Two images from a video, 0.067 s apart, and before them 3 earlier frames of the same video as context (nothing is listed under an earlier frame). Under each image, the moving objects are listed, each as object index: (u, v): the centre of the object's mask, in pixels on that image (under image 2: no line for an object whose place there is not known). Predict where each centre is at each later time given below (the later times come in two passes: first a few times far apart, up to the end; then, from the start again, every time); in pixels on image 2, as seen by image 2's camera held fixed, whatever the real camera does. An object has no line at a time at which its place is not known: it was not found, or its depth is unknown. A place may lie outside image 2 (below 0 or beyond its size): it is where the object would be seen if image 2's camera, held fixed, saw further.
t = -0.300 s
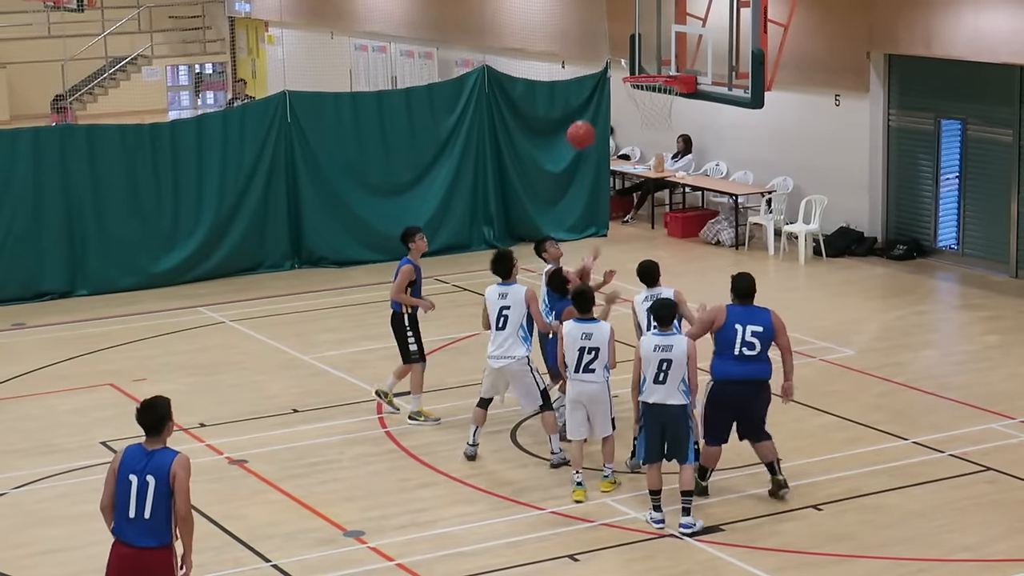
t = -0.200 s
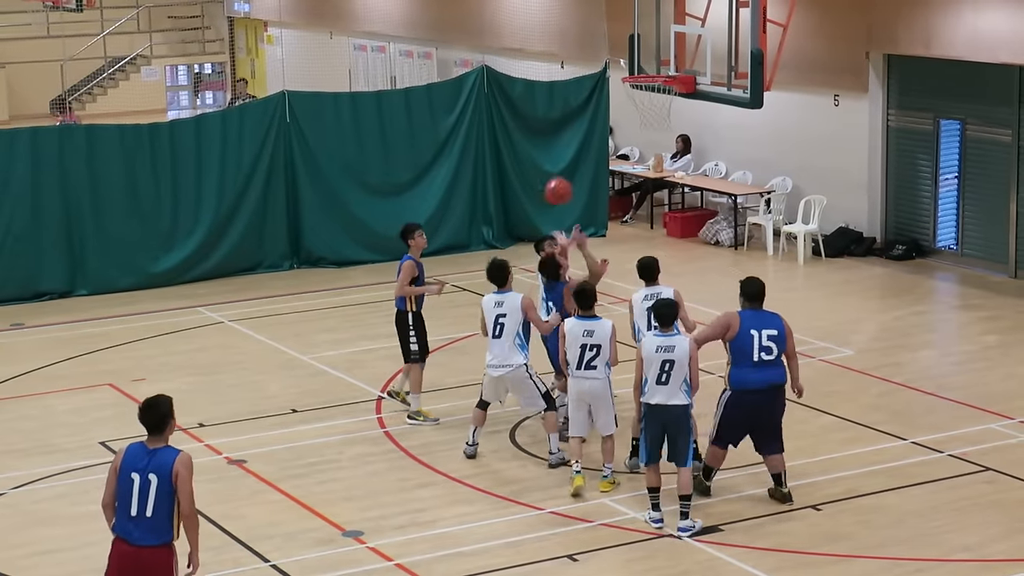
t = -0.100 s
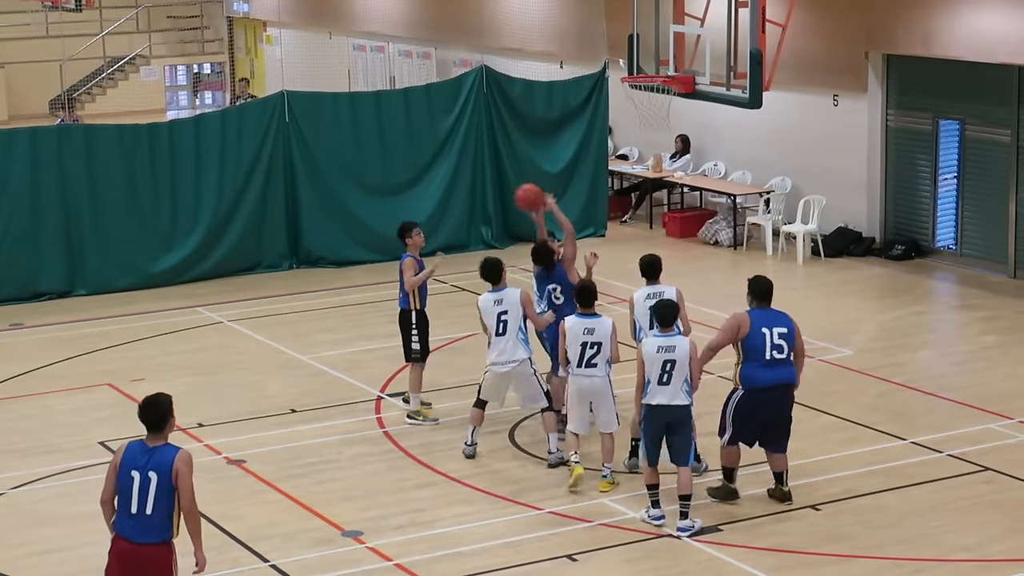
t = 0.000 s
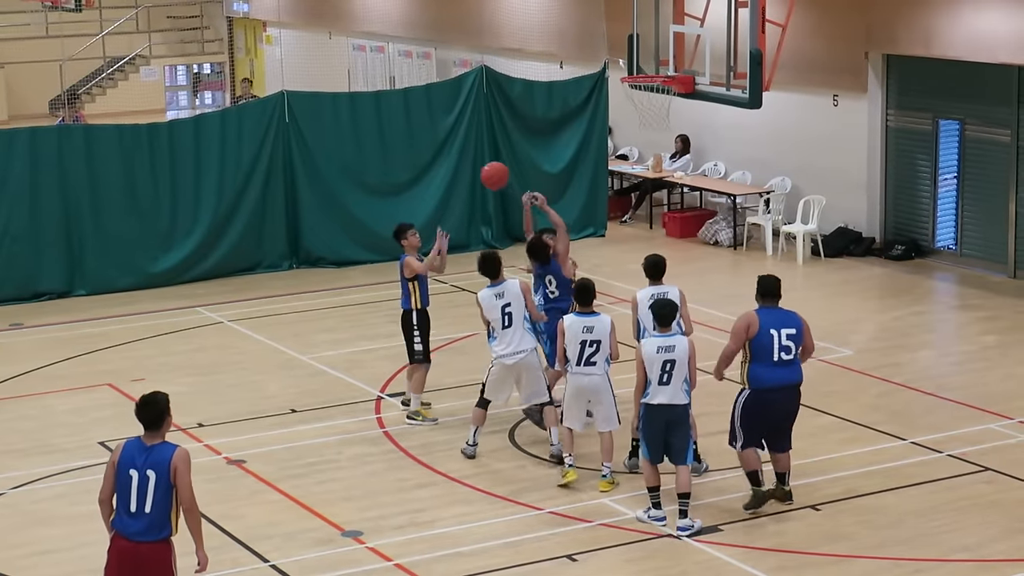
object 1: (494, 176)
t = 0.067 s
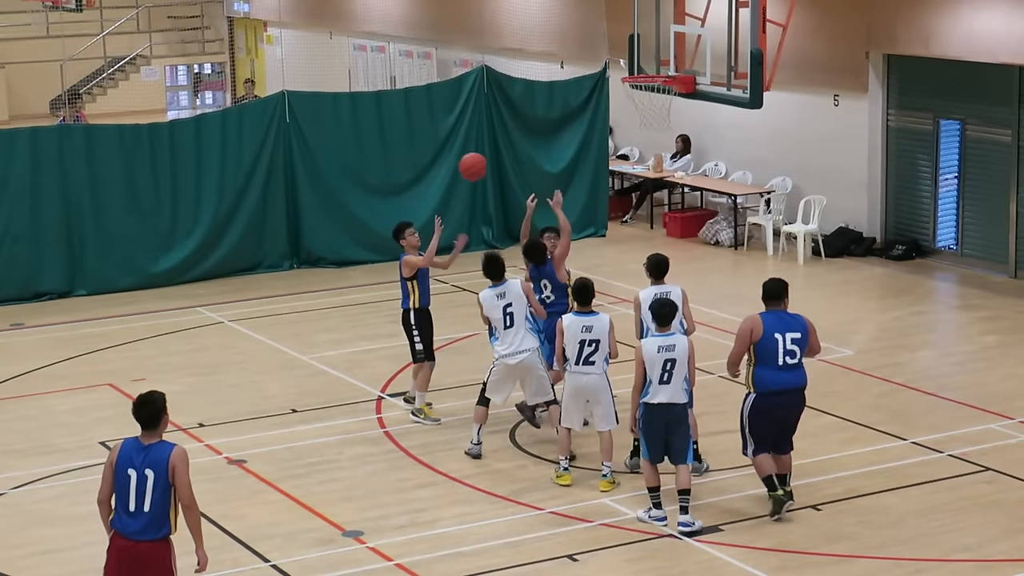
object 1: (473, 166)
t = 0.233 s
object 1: (415, 167)
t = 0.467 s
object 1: (333, 226)
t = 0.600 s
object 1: (285, 290)
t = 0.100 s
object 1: (462, 164)
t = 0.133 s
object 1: (450, 163)
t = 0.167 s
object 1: (438, 163)
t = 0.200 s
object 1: (427, 164)
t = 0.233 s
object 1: (415, 167)
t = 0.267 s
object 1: (403, 171)
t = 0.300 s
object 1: (392, 177)
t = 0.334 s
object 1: (379, 184)
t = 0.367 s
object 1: (368, 191)
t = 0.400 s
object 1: (356, 202)
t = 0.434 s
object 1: (344, 213)
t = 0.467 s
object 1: (333, 226)
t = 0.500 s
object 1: (321, 239)
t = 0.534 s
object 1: (309, 255)
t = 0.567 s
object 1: (298, 272)
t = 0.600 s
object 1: (285, 290)
